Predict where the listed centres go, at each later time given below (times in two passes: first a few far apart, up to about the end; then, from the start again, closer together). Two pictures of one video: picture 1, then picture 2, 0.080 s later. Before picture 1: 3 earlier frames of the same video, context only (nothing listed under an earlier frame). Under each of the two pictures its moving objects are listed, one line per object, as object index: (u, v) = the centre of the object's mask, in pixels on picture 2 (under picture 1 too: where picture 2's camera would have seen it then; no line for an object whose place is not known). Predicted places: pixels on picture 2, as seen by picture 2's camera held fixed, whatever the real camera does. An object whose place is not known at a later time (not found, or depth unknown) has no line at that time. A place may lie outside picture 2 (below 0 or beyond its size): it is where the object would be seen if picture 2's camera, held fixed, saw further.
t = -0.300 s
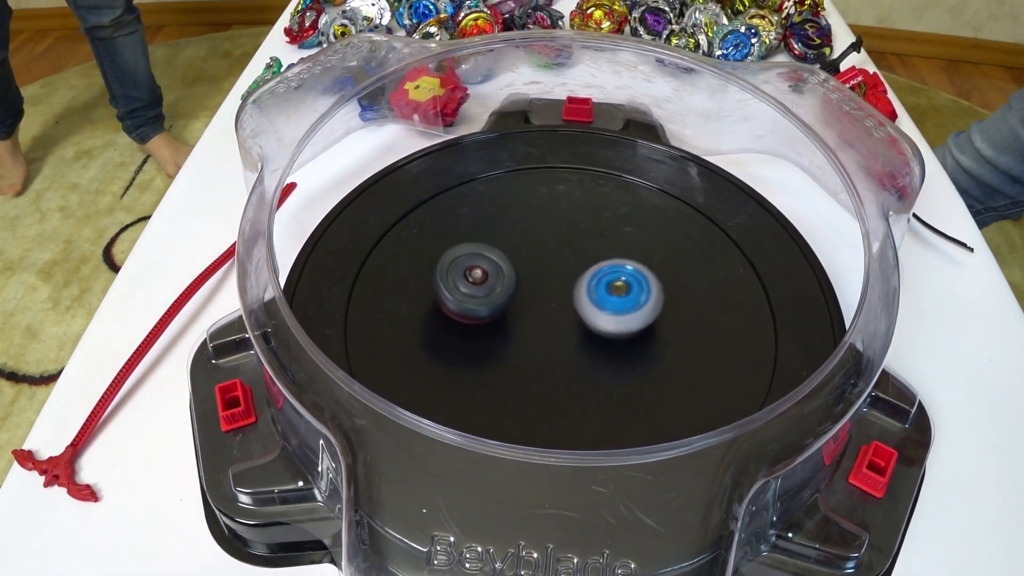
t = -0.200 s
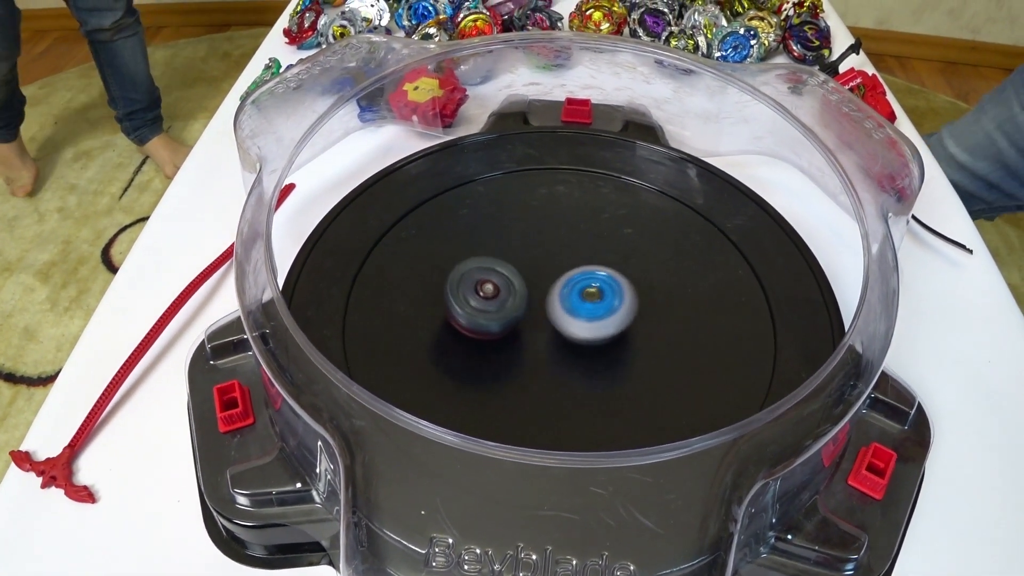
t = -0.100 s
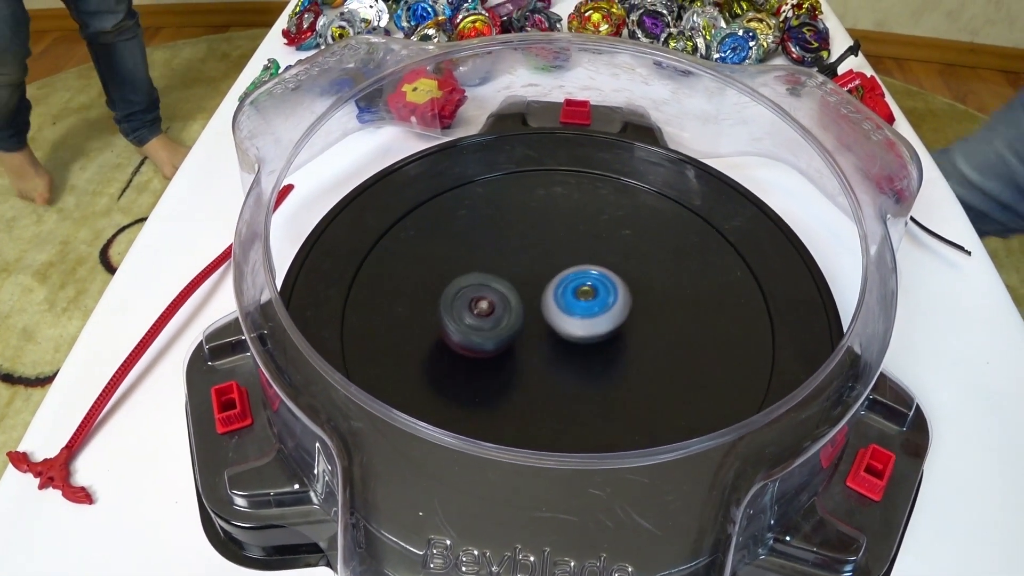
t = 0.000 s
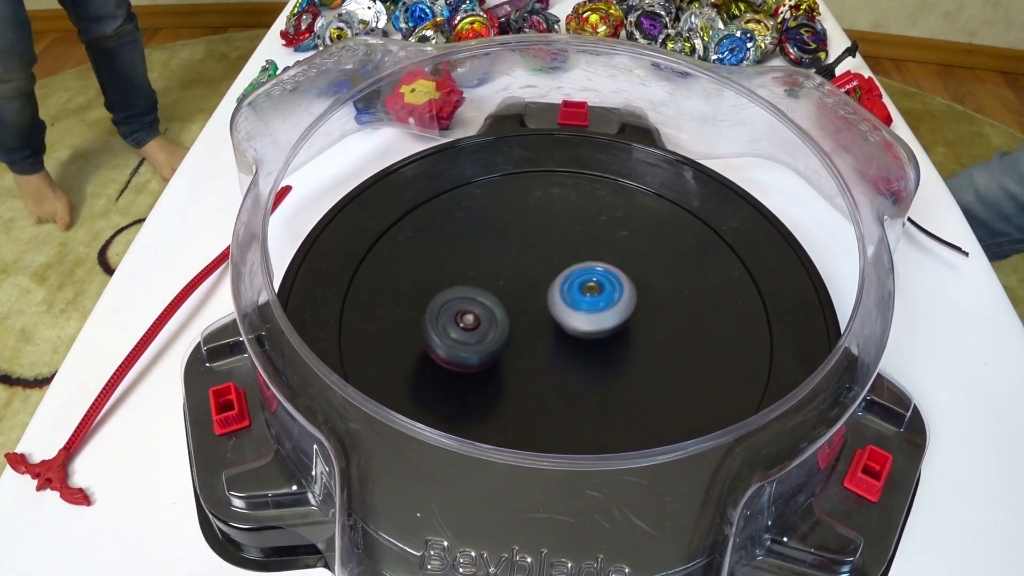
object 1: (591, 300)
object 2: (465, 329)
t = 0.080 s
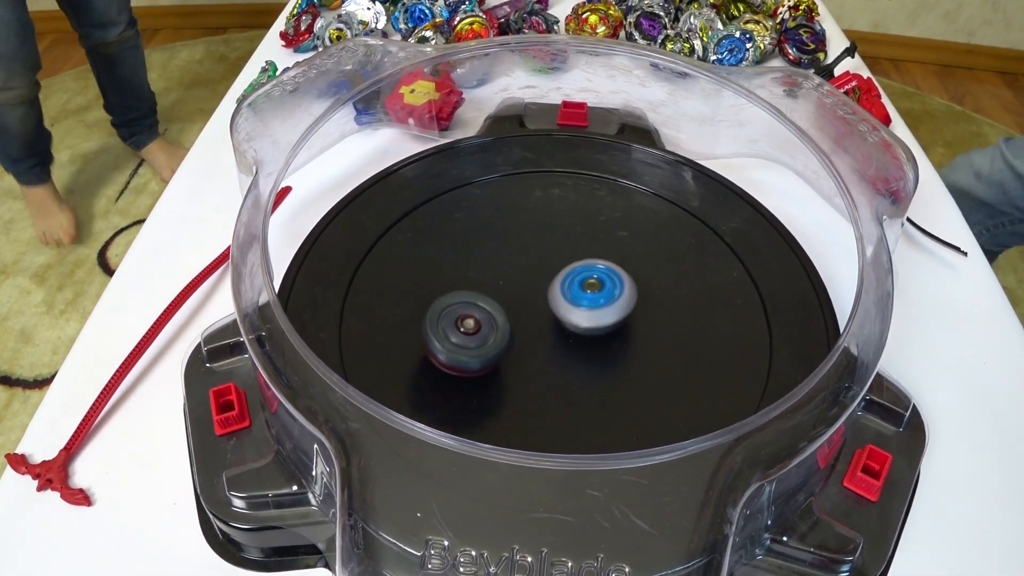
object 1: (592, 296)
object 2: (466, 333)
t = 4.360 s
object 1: (534, 266)
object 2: (551, 339)
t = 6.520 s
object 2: (581, 332)
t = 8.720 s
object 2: (574, 335)
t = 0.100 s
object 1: (592, 296)
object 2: (467, 333)
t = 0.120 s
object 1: (591, 295)
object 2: (469, 333)
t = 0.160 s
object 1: (589, 295)
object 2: (474, 332)
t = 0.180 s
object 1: (588, 295)
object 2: (477, 332)
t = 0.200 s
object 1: (587, 295)
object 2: (481, 331)
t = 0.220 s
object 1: (586, 295)
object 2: (485, 330)
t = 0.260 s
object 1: (583, 296)
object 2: (494, 329)
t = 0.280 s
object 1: (581, 297)
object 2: (500, 329)
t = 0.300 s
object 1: (582, 296)
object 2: (503, 330)
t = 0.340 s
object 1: (592, 292)
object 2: (503, 335)
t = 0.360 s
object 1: (596, 290)
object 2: (504, 337)
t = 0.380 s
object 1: (599, 289)
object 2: (505, 338)
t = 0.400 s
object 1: (602, 288)
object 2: (507, 340)
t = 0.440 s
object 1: (606, 287)
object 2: (512, 345)
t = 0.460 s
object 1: (606, 287)
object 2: (515, 347)
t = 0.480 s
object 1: (607, 287)
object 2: (518, 348)
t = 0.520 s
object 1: (606, 289)
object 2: (525, 352)
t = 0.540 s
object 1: (605, 290)
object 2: (529, 353)
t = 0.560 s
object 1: (603, 291)
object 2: (532, 355)
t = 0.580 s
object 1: (601, 293)
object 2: (536, 356)
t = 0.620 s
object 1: (595, 296)
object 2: (543, 357)
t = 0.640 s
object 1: (592, 297)
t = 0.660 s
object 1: (591, 296)
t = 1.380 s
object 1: (572, 242)
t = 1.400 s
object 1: (572, 241)
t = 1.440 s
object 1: (571, 241)
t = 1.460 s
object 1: (569, 242)
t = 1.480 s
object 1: (567, 243)
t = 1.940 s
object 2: (577, 331)
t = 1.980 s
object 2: (583, 333)
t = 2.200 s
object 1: (535, 280)
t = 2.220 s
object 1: (535, 276)
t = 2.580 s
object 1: (541, 266)
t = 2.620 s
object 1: (543, 267)
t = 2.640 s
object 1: (543, 264)
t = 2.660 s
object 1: (542, 262)
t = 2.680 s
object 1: (542, 260)
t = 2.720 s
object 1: (542, 259)
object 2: (569, 341)
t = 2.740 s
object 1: (542, 259)
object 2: (569, 340)
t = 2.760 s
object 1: (543, 260)
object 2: (569, 339)
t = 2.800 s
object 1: (543, 262)
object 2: (569, 335)
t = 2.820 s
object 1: (543, 264)
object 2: (569, 333)
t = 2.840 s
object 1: (543, 264)
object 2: (571, 333)
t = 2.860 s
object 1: (541, 263)
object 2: (572, 334)
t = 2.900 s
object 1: (539, 261)
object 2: (575, 337)
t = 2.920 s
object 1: (538, 261)
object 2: (576, 338)
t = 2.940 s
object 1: (537, 261)
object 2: (577, 339)
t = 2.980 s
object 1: (536, 263)
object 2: (579, 339)
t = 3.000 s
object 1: (535, 264)
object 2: (579, 338)
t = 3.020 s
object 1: (535, 266)
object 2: (580, 338)
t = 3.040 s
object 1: (535, 268)
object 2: (580, 337)
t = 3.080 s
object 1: (534, 272)
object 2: (581, 334)
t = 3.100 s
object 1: (532, 273)
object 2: (582, 334)
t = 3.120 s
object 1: (531, 274)
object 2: (584, 334)
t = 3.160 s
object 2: (587, 334)
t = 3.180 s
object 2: (588, 334)
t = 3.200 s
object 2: (589, 333)
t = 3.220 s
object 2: (590, 333)
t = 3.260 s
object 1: (524, 281)
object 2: (593, 332)
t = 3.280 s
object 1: (522, 282)
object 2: (594, 331)
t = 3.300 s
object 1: (522, 283)
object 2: (595, 331)
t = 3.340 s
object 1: (522, 284)
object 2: (597, 329)
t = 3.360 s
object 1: (523, 285)
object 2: (598, 328)
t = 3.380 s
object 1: (521, 284)
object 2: (601, 328)
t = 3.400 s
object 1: (520, 284)
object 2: (603, 327)
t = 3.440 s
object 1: (519, 283)
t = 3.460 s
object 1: (519, 283)
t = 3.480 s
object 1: (519, 283)
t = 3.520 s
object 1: (520, 283)
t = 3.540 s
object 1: (518, 281)
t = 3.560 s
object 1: (513, 277)
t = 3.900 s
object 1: (531, 275)
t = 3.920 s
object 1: (532, 274)
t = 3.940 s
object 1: (532, 272)
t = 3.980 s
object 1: (533, 268)
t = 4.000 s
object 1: (534, 268)
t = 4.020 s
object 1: (535, 268)
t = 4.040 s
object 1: (536, 268)
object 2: (578, 351)
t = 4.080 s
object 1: (538, 270)
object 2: (574, 349)
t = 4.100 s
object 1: (538, 271)
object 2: (571, 348)
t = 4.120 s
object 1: (538, 272)
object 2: (568, 346)
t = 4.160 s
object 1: (538, 273)
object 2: (563, 342)
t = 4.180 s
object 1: (537, 272)
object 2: (562, 342)
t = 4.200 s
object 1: (537, 271)
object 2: (560, 343)
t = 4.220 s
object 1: (536, 270)
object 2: (559, 344)
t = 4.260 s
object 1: (535, 269)
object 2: (556, 343)
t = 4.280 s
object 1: (535, 268)
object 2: (555, 342)
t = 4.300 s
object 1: (535, 268)
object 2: (554, 340)
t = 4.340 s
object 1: (534, 267)
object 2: (552, 339)
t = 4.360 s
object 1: (534, 266)
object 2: (551, 339)
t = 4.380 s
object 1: (534, 266)
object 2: (552, 340)
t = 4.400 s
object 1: (534, 265)
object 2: (551, 340)
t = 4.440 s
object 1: (534, 265)
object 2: (550, 339)
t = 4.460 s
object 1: (534, 265)
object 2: (550, 338)
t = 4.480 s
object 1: (535, 265)
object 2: (550, 337)
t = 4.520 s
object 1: (535, 265)
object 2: (551, 337)
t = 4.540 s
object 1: (536, 265)
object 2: (551, 337)
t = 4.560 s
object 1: (536, 265)
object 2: (551, 337)
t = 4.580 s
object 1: (537, 265)
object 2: (551, 337)
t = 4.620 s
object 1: (537, 265)
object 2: (551, 337)
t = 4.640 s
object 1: (538, 265)
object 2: (551, 337)
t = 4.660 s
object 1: (539, 265)
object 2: (551, 337)
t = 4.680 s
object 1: (539, 265)
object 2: (551, 337)
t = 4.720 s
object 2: (551, 338)
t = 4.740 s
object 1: (541, 265)
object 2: (551, 338)
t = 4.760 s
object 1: (541, 265)
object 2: (551, 338)
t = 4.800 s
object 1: (542, 265)
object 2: (551, 338)
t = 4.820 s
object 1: (542, 265)
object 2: (551, 338)
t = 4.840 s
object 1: (542, 265)
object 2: (551, 339)
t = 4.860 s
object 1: (543, 265)
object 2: (552, 339)
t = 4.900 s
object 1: (543, 265)
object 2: (552, 339)
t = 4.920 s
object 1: (544, 265)
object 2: (552, 339)
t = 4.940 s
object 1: (544, 265)
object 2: (553, 338)
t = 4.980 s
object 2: (553, 338)
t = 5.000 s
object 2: (554, 338)
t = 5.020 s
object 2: (555, 337)
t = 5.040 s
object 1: (546, 264)
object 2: (555, 338)
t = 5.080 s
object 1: (546, 264)
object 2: (557, 339)
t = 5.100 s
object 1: (546, 264)
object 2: (558, 338)
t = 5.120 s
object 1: (546, 264)
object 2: (559, 338)
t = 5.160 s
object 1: (547, 265)
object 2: (561, 337)
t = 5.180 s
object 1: (547, 265)
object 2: (563, 337)
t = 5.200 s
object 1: (547, 264)
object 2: (564, 336)
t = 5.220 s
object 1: (547, 264)
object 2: (566, 336)
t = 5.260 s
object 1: (548, 264)
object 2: (568, 335)
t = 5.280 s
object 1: (548, 264)
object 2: (570, 335)
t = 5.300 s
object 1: (548, 264)
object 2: (571, 335)
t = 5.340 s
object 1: (548, 262)
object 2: (573, 336)
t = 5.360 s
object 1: (548, 262)
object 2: (575, 335)
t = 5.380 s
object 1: (548, 262)
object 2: (576, 335)
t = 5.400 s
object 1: (548, 263)
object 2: (576, 334)
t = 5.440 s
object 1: (548, 264)
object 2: (578, 333)
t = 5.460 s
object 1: (546, 261)
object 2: (580, 334)
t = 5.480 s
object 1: (545, 259)
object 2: (581, 336)
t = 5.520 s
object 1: (544, 257)
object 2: (584, 338)
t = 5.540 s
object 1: (543, 257)
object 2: (585, 338)
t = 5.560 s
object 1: (543, 257)
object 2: (585, 338)
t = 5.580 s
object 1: (543, 258)
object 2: (585, 338)
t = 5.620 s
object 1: (542, 259)
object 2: (584, 336)
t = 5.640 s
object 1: (542, 261)
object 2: (584, 334)
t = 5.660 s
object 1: (542, 262)
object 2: (583, 333)
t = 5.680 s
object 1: (541, 262)
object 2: (582, 331)
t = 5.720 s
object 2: (582, 328)
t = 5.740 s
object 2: (583, 329)
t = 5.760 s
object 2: (583, 330)
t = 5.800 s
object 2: (584, 331)
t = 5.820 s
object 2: (584, 330)
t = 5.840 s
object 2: (584, 330)
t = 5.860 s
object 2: (583, 329)
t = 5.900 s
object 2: (581, 327)
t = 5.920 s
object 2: (581, 326)
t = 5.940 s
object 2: (581, 326)
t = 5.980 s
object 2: (581, 326)
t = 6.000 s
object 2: (580, 326)
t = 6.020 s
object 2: (580, 326)
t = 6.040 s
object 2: (580, 327)
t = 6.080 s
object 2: (580, 327)
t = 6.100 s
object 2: (579, 327)
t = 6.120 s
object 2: (578, 327)
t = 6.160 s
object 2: (579, 327)
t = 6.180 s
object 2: (579, 328)
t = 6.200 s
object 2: (579, 328)
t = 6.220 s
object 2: (579, 328)
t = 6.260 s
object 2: (579, 328)
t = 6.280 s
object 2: (581, 329)
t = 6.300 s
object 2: (581, 330)
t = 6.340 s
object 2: (581, 330)
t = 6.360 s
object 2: (580, 330)
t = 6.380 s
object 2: (580, 330)
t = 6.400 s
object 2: (580, 330)
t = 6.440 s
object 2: (580, 331)
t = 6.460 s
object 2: (580, 331)
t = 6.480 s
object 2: (579, 331)
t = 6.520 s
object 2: (581, 332)
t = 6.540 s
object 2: (582, 333)
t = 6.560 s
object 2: (582, 333)
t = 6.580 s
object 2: (582, 333)
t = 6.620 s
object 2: (582, 332)
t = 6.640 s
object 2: (581, 331)
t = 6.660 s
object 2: (581, 330)
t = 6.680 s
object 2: (580, 330)
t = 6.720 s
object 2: (583, 331)
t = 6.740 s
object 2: (584, 332)
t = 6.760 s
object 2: (585, 332)
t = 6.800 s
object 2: (586, 331)
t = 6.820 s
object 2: (586, 330)
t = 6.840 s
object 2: (585, 329)
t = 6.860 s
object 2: (585, 328)
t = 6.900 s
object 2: (587, 328)
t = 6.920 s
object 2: (589, 329)
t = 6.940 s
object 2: (592, 330)
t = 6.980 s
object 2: (594, 330)
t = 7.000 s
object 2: (595, 330)
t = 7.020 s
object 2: (595, 330)
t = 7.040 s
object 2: (595, 329)
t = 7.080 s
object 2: (593, 328)
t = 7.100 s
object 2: (592, 327)
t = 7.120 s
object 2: (591, 326)
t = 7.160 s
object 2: (591, 327)
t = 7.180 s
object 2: (591, 327)
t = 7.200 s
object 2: (591, 327)
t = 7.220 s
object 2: (591, 328)
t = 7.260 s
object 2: (588, 327)
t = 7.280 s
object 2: (587, 327)
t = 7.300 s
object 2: (587, 328)
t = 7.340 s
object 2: (588, 327)
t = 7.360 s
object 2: (587, 327)
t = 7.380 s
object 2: (587, 326)
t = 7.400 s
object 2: (587, 326)
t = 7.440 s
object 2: (586, 326)
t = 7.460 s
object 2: (586, 326)
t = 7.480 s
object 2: (585, 326)
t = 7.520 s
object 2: (585, 325)
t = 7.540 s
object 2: (585, 325)
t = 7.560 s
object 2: (585, 325)
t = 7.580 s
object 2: (585, 325)
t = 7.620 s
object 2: (585, 325)
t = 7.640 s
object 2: (586, 325)
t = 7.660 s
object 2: (586, 326)
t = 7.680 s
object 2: (587, 326)
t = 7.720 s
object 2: (587, 326)
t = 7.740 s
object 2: (587, 325)
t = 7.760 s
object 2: (587, 324)
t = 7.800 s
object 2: (588, 325)
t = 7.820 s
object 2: (589, 326)
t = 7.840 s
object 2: (589, 326)
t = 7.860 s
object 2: (590, 327)
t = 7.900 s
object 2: (589, 326)
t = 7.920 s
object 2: (589, 326)
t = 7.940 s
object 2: (588, 325)
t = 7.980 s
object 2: (590, 326)
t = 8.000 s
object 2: (590, 326)
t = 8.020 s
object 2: (590, 326)
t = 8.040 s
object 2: (590, 326)
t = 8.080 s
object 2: (589, 326)
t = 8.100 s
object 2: (589, 326)
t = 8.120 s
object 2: (589, 326)
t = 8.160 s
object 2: (591, 326)
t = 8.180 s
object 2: (591, 327)
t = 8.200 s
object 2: (591, 326)
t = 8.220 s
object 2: (591, 326)
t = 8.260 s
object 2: (591, 326)
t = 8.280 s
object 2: (592, 325)
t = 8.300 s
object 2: (592, 326)
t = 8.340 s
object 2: (593, 327)
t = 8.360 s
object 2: (593, 327)
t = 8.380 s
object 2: (593, 327)
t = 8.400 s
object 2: (593, 326)
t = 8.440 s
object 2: (591, 326)
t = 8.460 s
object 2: (592, 329)
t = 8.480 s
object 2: (591, 331)
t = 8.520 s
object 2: (590, 334)
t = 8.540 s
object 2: (588, 335)
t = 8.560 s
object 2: (587, 335)
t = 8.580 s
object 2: (585, 336)
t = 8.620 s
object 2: (581, 335)
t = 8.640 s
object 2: (579, 334)
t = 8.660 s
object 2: (577, 334)
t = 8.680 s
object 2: (575, 333)
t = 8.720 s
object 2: (574, 335)
